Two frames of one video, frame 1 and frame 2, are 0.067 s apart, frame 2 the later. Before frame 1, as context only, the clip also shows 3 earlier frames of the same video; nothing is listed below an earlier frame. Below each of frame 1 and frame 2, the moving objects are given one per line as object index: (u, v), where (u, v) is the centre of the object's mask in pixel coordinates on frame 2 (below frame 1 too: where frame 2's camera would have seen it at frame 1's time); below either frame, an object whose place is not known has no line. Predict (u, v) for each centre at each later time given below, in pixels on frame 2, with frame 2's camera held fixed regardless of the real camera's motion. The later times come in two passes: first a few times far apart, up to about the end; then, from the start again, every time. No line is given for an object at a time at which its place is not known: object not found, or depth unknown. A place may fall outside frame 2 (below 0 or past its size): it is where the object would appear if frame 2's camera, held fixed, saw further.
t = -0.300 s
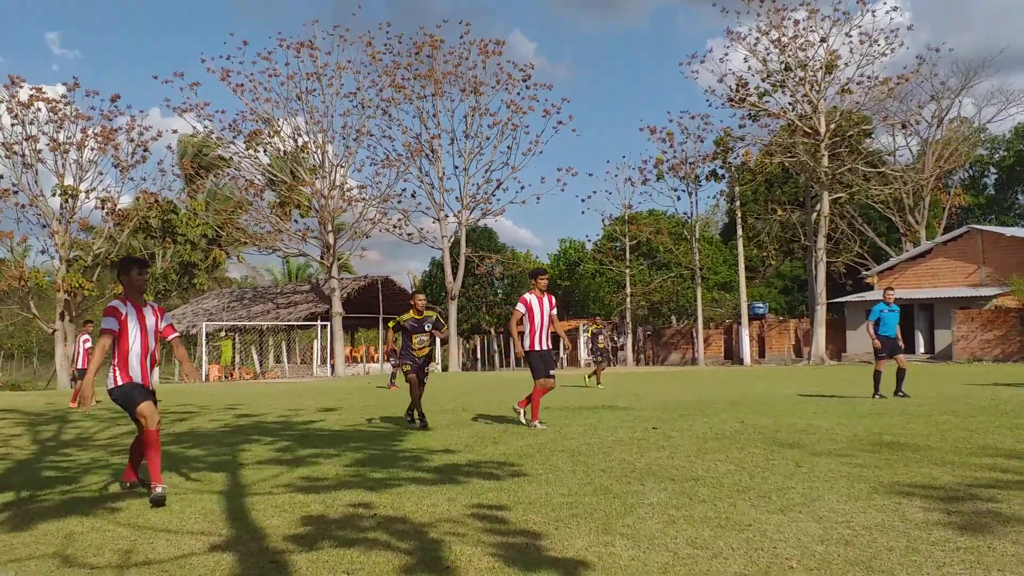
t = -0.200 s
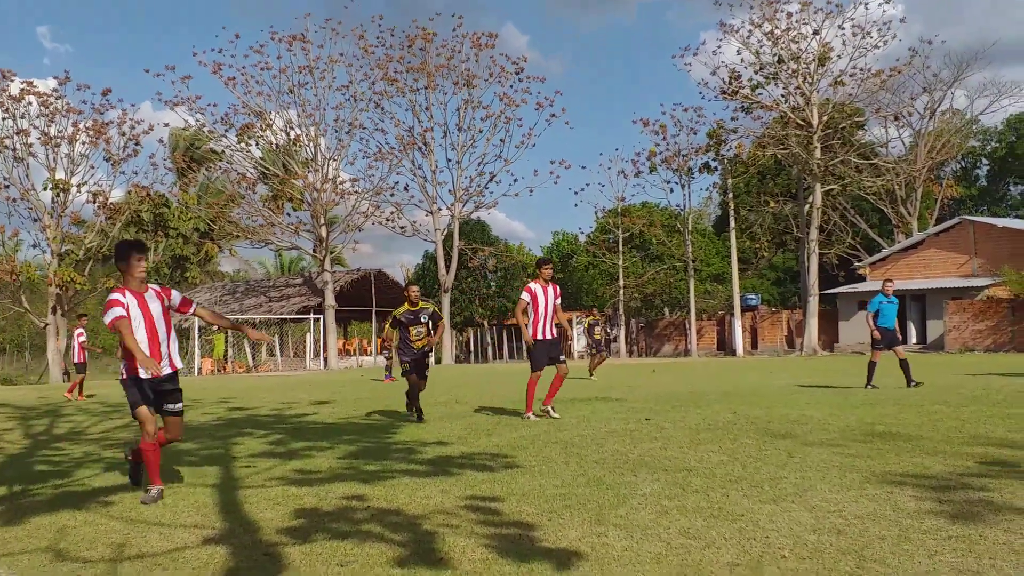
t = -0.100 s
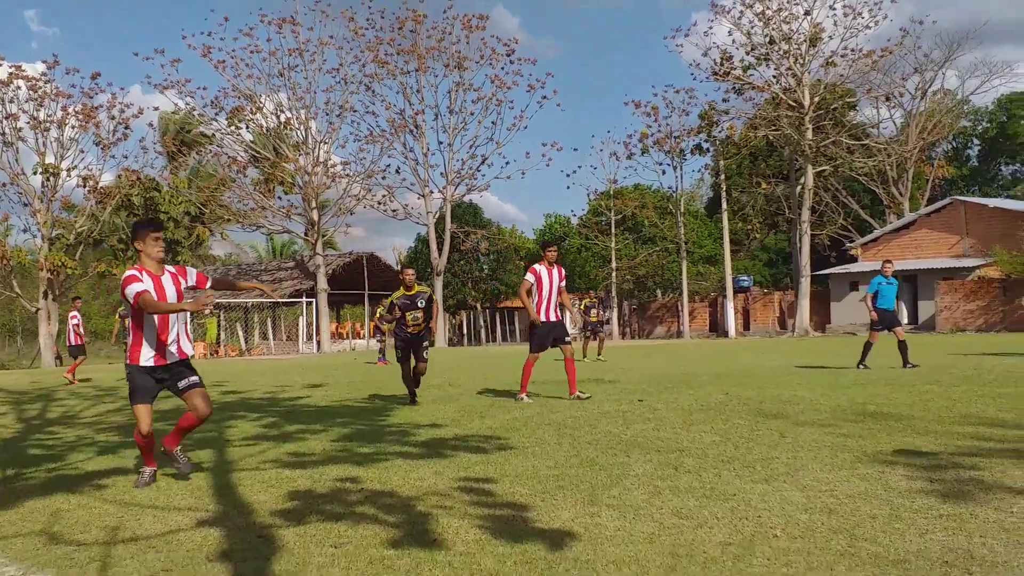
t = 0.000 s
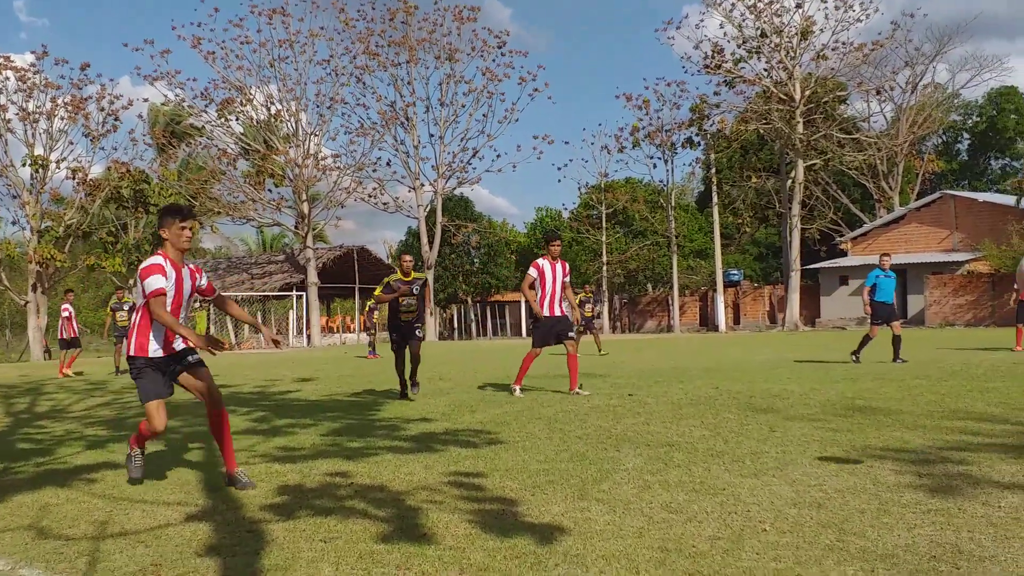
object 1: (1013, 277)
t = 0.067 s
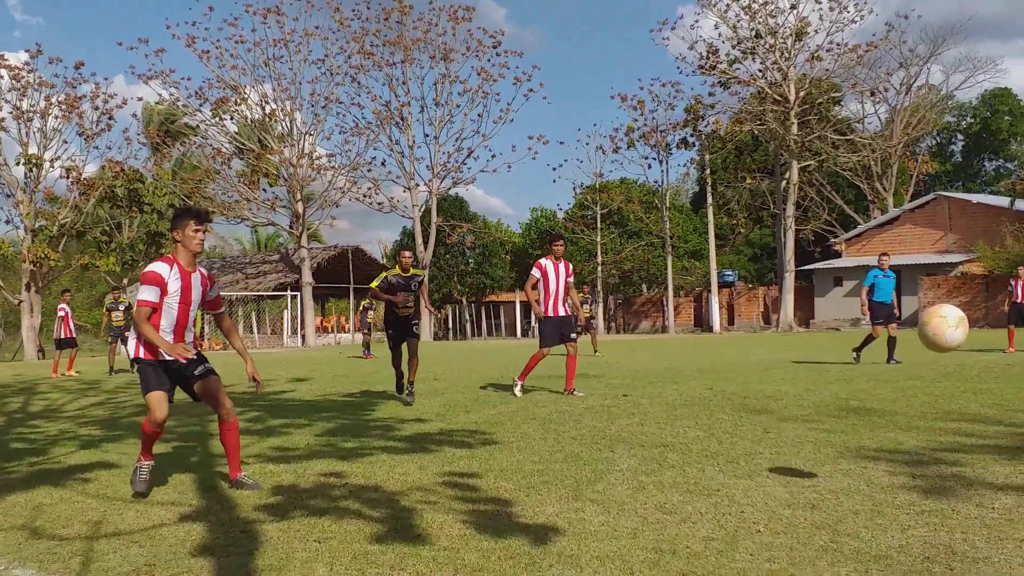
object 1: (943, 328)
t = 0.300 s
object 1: (658, 454)
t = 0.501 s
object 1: (511, 355)
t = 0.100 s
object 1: (895, 358)
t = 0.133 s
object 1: (848, 392)
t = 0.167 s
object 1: (800, 428)
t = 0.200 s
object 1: (751, 468)
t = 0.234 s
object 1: (705, 504)
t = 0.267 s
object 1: (682, 478)
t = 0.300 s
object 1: (658, 454)
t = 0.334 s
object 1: (633, 431)
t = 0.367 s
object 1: (609, 411)
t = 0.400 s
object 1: (585, 394)
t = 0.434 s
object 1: (561, 379)
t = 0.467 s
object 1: (537, 366)
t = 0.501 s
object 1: (511, 355)
